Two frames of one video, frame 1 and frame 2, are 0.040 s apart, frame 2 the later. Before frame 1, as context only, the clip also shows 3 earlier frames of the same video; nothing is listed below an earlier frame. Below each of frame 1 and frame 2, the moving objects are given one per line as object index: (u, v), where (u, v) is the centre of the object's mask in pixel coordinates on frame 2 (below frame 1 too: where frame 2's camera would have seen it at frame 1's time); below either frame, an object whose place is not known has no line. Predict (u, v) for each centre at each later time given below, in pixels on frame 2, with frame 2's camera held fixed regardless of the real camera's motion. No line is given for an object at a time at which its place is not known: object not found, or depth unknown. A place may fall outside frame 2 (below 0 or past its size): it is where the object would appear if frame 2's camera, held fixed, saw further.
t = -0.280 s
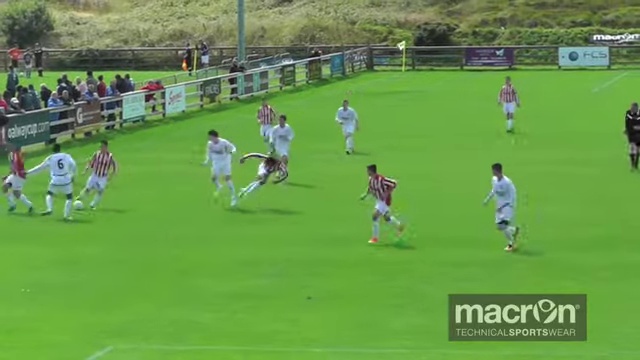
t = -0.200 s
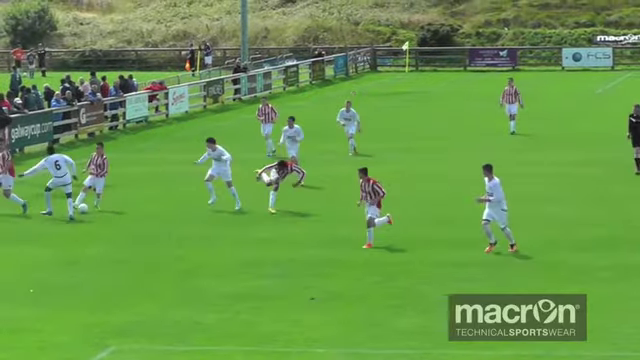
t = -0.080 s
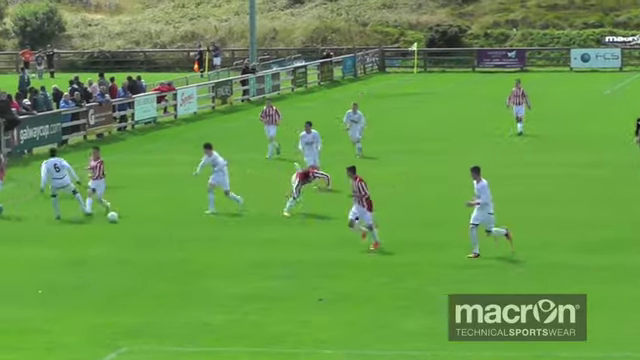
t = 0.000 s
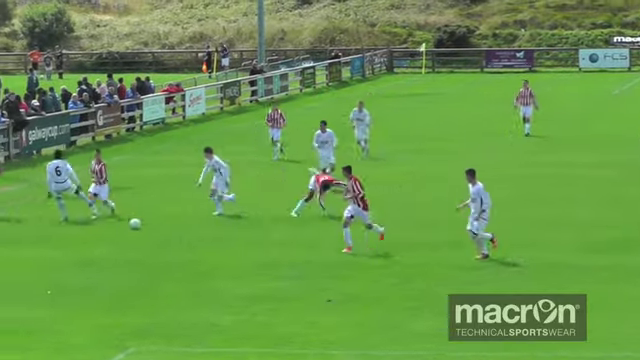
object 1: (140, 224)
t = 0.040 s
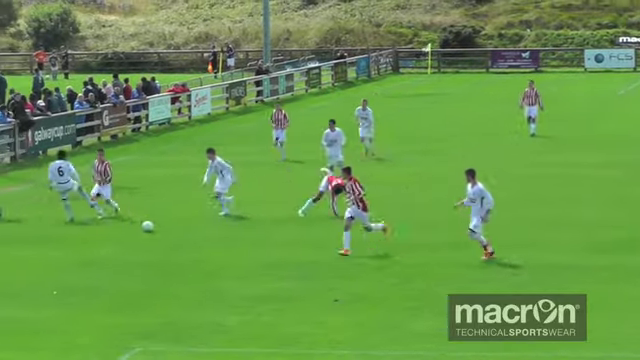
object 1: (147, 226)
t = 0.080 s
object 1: (154, 229)
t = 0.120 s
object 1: (162, 233)
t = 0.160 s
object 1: (168, 235)
